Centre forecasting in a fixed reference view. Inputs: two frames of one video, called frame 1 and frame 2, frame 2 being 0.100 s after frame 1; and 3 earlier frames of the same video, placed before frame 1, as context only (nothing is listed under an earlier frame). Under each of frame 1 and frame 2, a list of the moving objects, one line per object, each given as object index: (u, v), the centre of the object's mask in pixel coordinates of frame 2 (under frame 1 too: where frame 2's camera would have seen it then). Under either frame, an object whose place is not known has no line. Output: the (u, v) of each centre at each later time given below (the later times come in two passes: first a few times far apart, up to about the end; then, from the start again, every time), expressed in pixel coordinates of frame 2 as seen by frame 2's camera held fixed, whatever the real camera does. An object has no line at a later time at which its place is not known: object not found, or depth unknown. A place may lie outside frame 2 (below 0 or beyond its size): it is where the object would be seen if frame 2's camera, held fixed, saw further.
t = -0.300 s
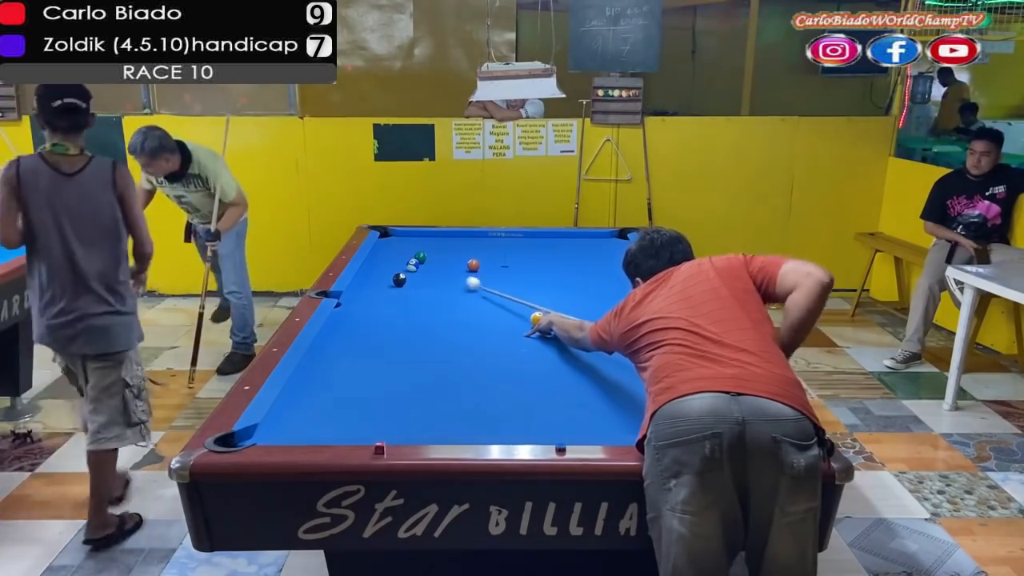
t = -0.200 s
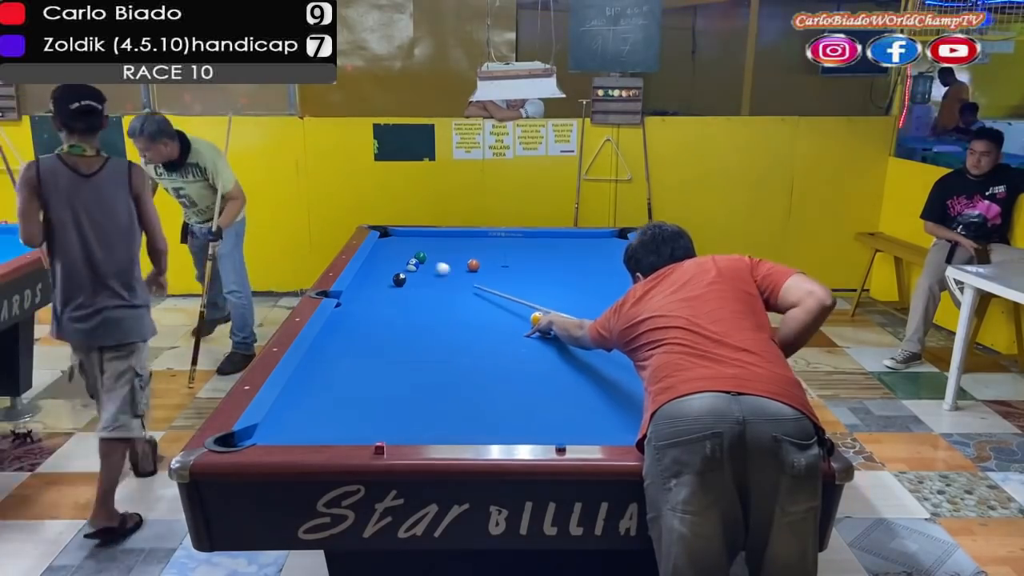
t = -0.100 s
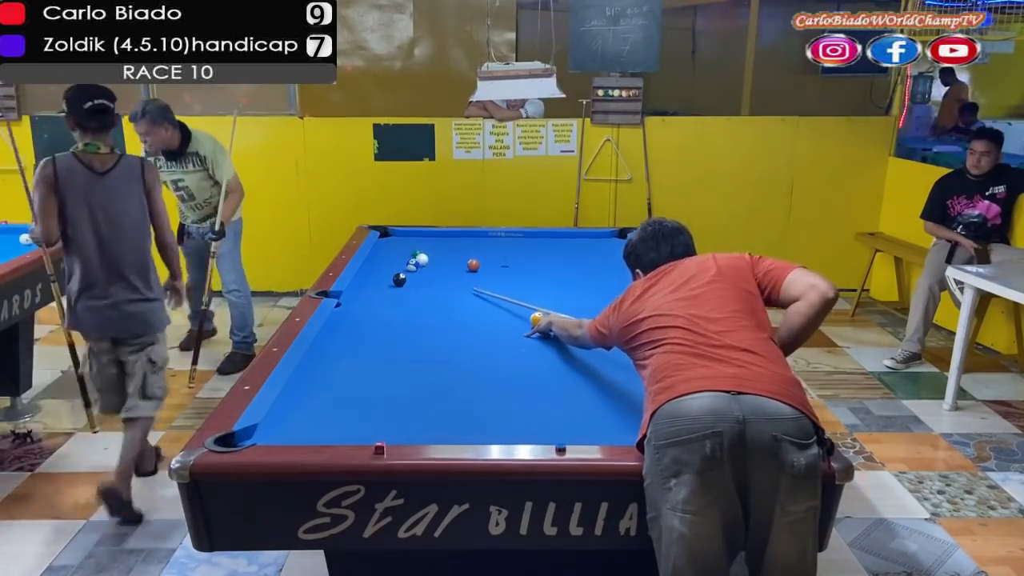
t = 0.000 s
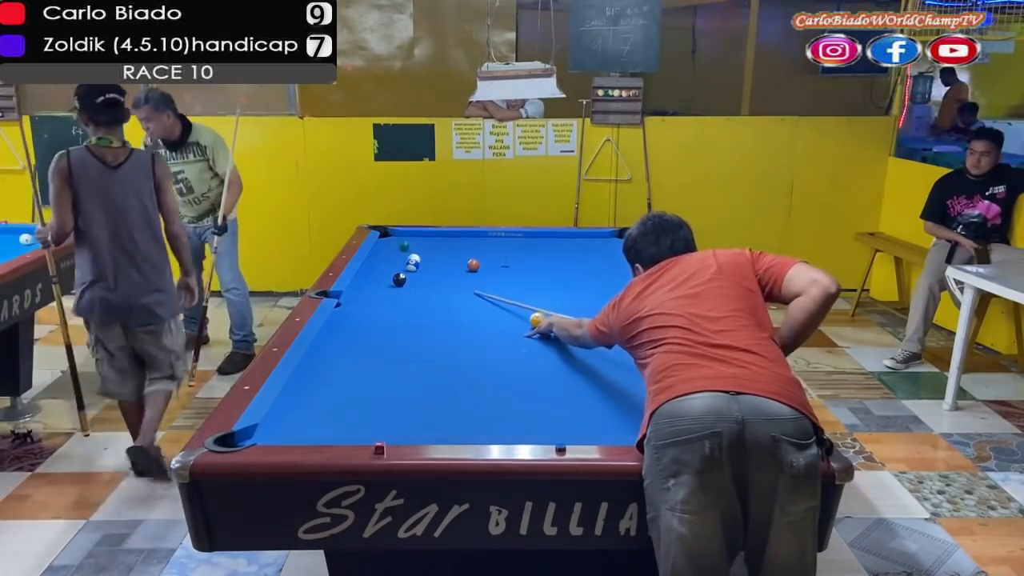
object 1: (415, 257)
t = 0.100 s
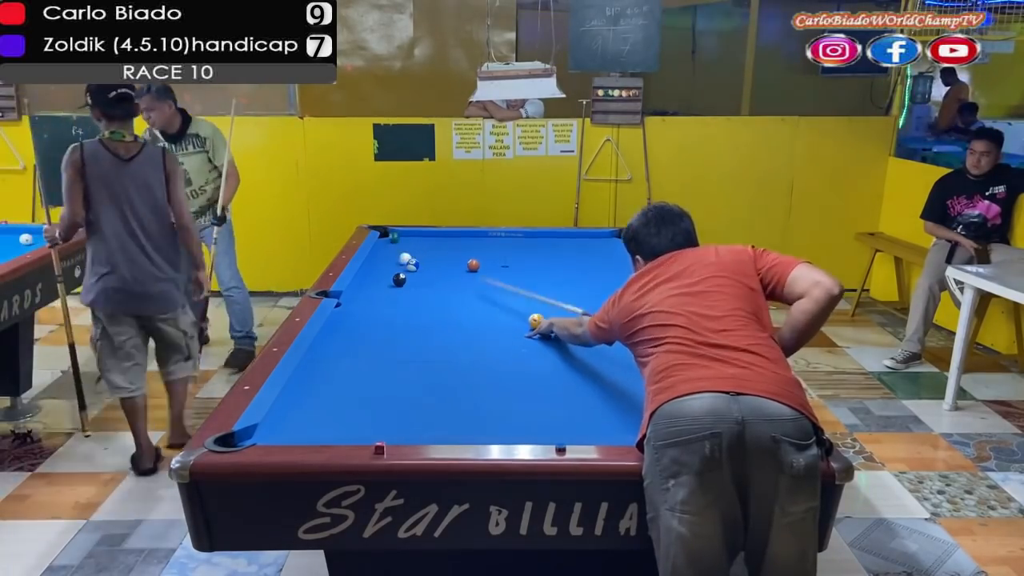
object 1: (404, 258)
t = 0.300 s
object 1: (388, 256)
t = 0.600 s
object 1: (377, 255)
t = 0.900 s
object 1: (388, 254)
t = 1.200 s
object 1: (397, 254)
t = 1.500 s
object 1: (405, 254)
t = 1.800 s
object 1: (410, 254)
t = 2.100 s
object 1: (415, 253)
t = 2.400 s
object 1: (417, 253)
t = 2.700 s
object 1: (417, 253)
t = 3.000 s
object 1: (418, 253)
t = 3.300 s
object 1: (417, 253)
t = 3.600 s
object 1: (418, 253)
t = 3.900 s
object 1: (417, 253)
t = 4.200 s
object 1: (417, 253)
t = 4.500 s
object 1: (417, 253)
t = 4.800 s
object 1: (418, 253)
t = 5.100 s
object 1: (418, 253)
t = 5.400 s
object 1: (418, 253)
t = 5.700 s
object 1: (417, 253)
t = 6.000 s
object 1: (418, 253)
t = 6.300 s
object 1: (417, 253)
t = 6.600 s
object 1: (417, 253)
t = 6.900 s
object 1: (417, 253)
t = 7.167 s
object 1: (417, 253)
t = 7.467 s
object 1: (418, 253)
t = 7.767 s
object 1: (417, 253)
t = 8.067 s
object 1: (418, 253)
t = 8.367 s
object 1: (418, 253)
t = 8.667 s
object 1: (418, 253)
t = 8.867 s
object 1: (418, 253)
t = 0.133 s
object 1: (402, 258)
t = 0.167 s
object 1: (399, 258)
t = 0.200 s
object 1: (396, 258)
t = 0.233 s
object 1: (394, 257)
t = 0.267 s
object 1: (391, 257)
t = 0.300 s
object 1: (388, 256)
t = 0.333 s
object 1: (386, 256)
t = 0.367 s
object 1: (383, 256)
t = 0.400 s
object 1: (380, 255)
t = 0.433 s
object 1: (378, 255)
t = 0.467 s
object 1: (375, 255)
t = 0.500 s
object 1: (373, 255)
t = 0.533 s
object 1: (375, 255)
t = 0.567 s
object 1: (376, 255)
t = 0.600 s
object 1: (377, 255)
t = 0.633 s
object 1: (379, 255)
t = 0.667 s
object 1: (380, 255)
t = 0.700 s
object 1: (381, 254)
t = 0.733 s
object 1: (382, 254)
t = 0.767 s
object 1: (383, 254)
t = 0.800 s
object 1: (385, 254)
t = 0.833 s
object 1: (386, 254)
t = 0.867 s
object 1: (387, 254)
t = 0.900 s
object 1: (388, 254)
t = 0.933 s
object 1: (390, 254)
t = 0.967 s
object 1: (390, 254)
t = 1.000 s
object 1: (392, 254)
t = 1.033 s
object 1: (393, 254)
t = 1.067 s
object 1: (394, 254)
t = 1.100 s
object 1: (394, 254)
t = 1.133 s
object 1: (395, 254)
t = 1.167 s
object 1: (396, 254)
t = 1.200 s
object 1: (397, 254)
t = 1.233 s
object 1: (398, 254)
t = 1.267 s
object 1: (399, 254)
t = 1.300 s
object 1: (400, 254)
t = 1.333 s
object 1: (401, 254)
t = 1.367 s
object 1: (402, 254)
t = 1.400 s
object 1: (402, 254)
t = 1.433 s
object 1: (403, 254)
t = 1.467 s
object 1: (404, 254)
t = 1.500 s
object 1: (405, 254)
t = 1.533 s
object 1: (405, 254)
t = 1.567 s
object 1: (406, 254)
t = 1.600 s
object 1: (407, 254)
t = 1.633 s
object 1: (408, 254)
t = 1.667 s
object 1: (408, 254)
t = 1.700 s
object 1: (408, 253)
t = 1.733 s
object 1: (409, 254)
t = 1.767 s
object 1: (410, 253)
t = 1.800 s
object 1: (410, 254)
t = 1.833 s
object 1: (411, 253)
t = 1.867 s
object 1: (412, 253)
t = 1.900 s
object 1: (412, 253)
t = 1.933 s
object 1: (412, 253)
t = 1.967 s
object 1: (413, 253)
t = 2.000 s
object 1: (414, 253)
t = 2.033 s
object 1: (414, 253)
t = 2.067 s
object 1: (414, 253)
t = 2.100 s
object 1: (415, 253)
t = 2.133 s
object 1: (415, 253)
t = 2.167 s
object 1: (415, 253)
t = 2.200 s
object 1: (416, 253)
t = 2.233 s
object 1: (416, 253)
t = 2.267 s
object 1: (416, 253)
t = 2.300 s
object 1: (416, 253)
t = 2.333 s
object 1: (416, 253)
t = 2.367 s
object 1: (417, 253)
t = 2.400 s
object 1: (417, 253)
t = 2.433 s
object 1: (417, 253)
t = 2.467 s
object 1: (417, 253)
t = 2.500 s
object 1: (417, 253)
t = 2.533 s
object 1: (417, 253)
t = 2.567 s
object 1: (417, 253)
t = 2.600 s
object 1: (417, 253)
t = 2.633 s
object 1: (417, 253)
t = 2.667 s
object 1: (417, 253)
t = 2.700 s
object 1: (417, 253)
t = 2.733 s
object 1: (417, 253)
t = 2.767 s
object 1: (418, 253)
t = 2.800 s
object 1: (418, 253)
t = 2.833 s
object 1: (418, 253)
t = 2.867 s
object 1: (418, 253)
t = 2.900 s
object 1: (417, 253)
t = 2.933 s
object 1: (418, 253)
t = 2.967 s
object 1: (418, 253)
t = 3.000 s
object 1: (418, 253)
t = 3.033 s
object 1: (418, 253)
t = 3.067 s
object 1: (418, 253)
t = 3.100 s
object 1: (418, 253)
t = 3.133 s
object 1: (417, 253)
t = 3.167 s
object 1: (418, 253)
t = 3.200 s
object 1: (418, 253)
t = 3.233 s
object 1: (418, 253)
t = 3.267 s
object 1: (418, 253)
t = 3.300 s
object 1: (417, 253)
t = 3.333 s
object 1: (417, 253)
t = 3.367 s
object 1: (418, 253)
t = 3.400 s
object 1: (417, 253)
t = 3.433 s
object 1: (417, 253)
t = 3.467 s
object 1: (417, 253)
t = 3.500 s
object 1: (417, 253)
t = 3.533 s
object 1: (418, 253)
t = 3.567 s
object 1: (418, 253)
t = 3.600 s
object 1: (418, 253)
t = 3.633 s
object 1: (418, 253)
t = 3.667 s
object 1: (418, 253)
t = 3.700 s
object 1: (418, 253)
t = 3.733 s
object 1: (417, 253)
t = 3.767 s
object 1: (418, 253)
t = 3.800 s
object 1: (417, 253)
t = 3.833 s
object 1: (418, 253)
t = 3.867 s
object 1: (418, 253)
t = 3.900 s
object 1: (417, 253)
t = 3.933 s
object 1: (417, 253)
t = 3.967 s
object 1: (418, 253)
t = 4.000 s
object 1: (417, 253)
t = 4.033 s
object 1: (417, 253)
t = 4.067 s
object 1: (418, 253)
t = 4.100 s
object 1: (417, 253)
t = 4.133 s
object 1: (417, 253)
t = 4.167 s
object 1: (418, 253)
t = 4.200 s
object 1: (417, 253)
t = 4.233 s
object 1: (417, 253)
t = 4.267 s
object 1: (418, 253)
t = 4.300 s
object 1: (417, 253)
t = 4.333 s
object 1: (417, 253)
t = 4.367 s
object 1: (418, 253)
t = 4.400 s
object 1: (417, 253)
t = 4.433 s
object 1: (417, 253)
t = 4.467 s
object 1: (418, 253)
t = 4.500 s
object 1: (417, 253)
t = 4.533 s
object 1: (417, 254)
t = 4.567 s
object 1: (418, 253)
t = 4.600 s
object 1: (418, 253)
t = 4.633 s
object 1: (417, 254)
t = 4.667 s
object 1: (418, 253)
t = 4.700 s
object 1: (417, 253)
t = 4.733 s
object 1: (417, 254)
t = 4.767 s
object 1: (418, 253)
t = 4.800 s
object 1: (418, 253)
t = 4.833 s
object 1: (418, 253)
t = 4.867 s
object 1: (417, 253)
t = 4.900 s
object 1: (418, 253)
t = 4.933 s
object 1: (418, 253)
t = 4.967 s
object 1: (417, 253)
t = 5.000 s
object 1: (417, 253)
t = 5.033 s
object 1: (418, 253)
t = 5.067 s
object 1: (417, 253)
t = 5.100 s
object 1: (418, 253)
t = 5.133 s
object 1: (418, 253)
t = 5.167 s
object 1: (418, 253)
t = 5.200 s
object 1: (418, 253)
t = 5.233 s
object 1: (418, 253)
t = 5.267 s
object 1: (418, 253)
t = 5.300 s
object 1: (418, 253)
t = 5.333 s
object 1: (418, 253)
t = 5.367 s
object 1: (418, 253)
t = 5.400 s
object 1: (418, 253)
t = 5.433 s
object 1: (418, 253)
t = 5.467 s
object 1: (418, 253)
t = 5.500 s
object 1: (418, 253)
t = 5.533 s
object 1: (418, 253)
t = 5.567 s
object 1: (418, 253)
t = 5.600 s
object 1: (417, 253)
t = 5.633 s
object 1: (417, 253)
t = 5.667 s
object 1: (417, 253)
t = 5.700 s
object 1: (417, 253)
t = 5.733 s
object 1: (417, 253)
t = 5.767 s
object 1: (417, 253)
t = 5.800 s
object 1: (417, 253)
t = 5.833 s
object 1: (417, 253)
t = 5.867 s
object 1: (417, 253)
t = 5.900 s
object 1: (417, 253)
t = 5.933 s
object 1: (417, 253)
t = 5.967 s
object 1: (417, 253)
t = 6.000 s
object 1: (418, 253)
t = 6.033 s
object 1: (417, 253)
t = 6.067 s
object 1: (417, 253)
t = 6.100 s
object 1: (417, 253)
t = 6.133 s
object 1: (417, 253)
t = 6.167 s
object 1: (417, 253)
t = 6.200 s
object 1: (417, 253)
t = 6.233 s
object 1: (417, 253)
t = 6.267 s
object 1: (417, 253)
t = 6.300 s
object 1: (417, 253)
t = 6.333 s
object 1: (417, 253)
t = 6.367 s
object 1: (417, 253)
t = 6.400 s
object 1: (417, 253)
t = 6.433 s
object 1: (417, 253)
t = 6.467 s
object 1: (417, 253)
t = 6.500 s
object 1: (417, 253)
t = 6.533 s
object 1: (417, 253)
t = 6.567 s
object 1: (417, 253)
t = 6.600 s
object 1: (417, 253)
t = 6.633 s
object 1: (417, 253)
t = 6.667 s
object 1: (417, 253)
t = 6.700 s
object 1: (417, 253)
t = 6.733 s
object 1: (417, 253)
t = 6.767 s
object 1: (417, 253)
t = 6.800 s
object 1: (417, 253)
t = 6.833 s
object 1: (418, 253)
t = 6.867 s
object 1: (417, 253)
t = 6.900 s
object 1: (417, 253)
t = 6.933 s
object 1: (417, 253)
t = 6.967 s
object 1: (417, 253)
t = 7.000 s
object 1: (417, 253)
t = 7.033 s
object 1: (418, 253)
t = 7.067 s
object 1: (417, 253)
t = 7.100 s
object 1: (417, 253)
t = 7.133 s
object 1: (417, 253)
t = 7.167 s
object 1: (417, 253)
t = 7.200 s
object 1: (417, 253)
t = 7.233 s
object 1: (417, 253)
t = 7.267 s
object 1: (417, 253)
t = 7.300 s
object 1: (417, 253)
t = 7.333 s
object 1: (417, 253)
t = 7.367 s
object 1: (418, 253)
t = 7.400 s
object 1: (418, 253)
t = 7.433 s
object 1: (417, 253)
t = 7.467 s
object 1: (418, 253)
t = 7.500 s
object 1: (418, 253)
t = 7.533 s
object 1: (418, 253)
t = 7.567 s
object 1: (418, 253)
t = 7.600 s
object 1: (418, 253)
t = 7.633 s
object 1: (418, 253)
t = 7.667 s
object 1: (418, 253)
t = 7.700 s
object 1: (418, 253)
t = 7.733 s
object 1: (418, 253)
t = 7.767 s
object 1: (417, 253)
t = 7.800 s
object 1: (418, 253)
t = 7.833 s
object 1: (418, 253)
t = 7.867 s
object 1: (418, 253)
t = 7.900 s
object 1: (418, 253)
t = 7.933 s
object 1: (418, 253)
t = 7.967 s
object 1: (418, 253)
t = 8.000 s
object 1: (418, 253)
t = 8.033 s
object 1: (418, 253)
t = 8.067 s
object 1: (418, 253)
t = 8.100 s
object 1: (418, 253)
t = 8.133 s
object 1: (418, 253)
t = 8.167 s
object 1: (418, 253)
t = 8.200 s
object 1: (418, 253)
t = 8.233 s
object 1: (418, 253)
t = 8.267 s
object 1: (418, 253)
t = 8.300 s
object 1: (418, 253)
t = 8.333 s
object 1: (418, 253)
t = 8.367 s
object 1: (418, 253)
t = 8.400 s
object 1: (418, 253)
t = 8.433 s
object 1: (418, 253)
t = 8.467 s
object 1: (418, 253)
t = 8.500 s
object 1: (418, 253)
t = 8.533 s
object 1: (418, 253)
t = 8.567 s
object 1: (418, 253)
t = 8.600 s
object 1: (418, 253)
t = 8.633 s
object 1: (418, 253)
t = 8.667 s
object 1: (418, 253)
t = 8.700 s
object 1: (418, 253)
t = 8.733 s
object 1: (418, 253)
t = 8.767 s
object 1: (418, 253)
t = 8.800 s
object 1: (418, 253)
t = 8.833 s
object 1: (418, 253)
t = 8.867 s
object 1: (418, 253)
